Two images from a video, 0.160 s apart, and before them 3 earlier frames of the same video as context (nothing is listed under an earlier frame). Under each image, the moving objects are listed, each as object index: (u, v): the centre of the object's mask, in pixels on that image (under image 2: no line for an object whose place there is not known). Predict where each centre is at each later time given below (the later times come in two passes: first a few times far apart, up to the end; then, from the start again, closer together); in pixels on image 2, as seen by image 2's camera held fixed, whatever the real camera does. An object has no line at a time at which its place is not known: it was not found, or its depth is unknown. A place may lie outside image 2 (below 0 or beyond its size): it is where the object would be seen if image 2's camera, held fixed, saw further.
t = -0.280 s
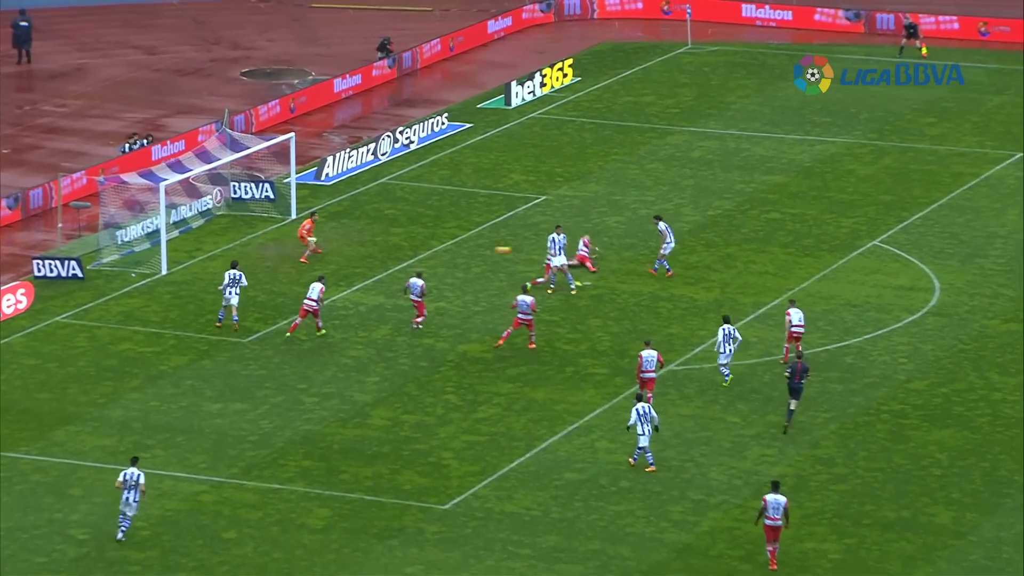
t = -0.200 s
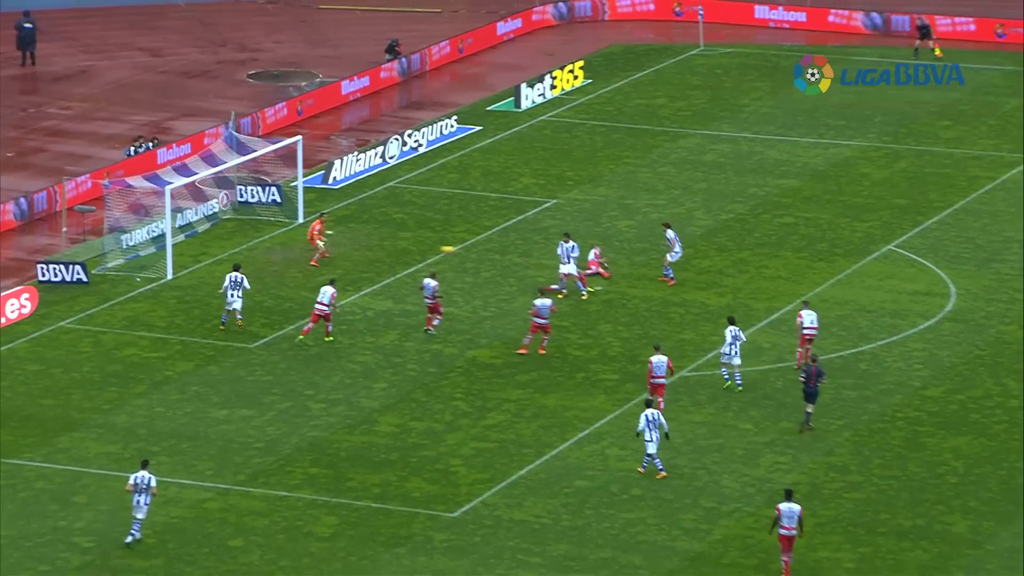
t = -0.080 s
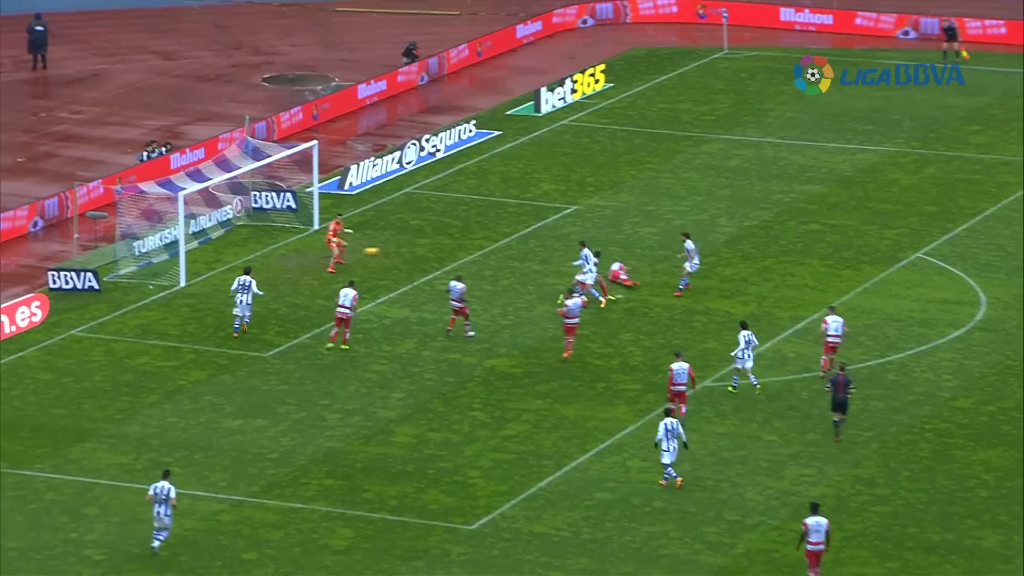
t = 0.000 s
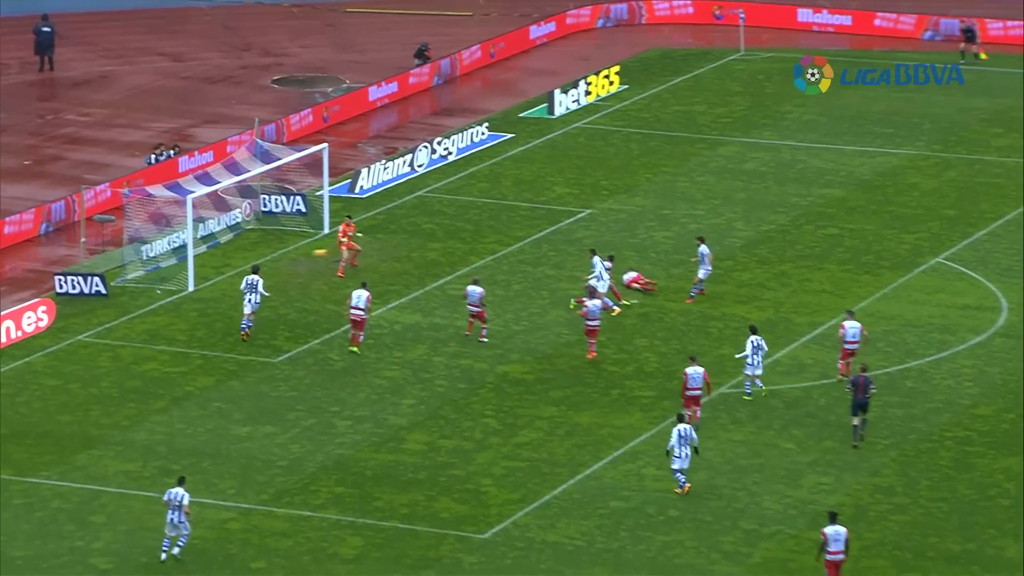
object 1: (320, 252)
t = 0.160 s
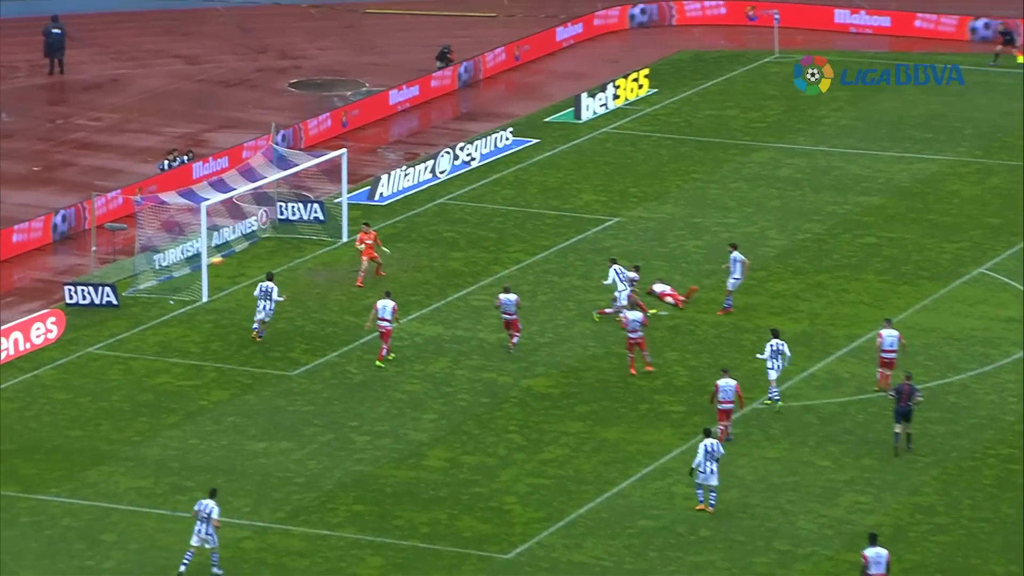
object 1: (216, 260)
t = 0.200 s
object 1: (203, 266)
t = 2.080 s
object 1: (-121, 517)
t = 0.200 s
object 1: (203, 266)
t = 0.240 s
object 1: (197, 274)
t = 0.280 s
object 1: (191, 283)
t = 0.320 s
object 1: (185, 293)
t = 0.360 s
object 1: (178, 302)
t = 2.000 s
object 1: (-108, 509)
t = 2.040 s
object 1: (-115, 516)
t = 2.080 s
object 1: (-121, 517)
